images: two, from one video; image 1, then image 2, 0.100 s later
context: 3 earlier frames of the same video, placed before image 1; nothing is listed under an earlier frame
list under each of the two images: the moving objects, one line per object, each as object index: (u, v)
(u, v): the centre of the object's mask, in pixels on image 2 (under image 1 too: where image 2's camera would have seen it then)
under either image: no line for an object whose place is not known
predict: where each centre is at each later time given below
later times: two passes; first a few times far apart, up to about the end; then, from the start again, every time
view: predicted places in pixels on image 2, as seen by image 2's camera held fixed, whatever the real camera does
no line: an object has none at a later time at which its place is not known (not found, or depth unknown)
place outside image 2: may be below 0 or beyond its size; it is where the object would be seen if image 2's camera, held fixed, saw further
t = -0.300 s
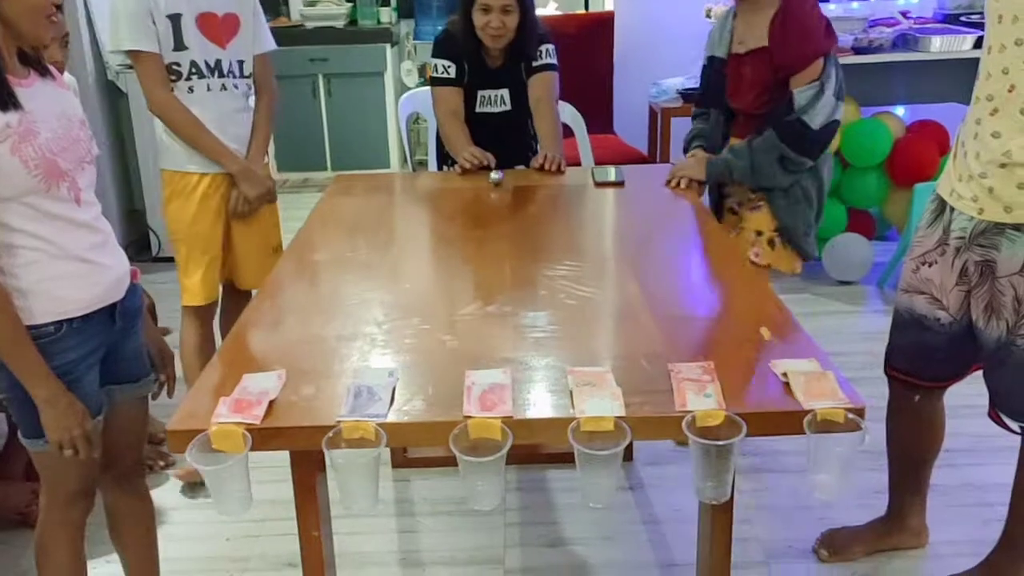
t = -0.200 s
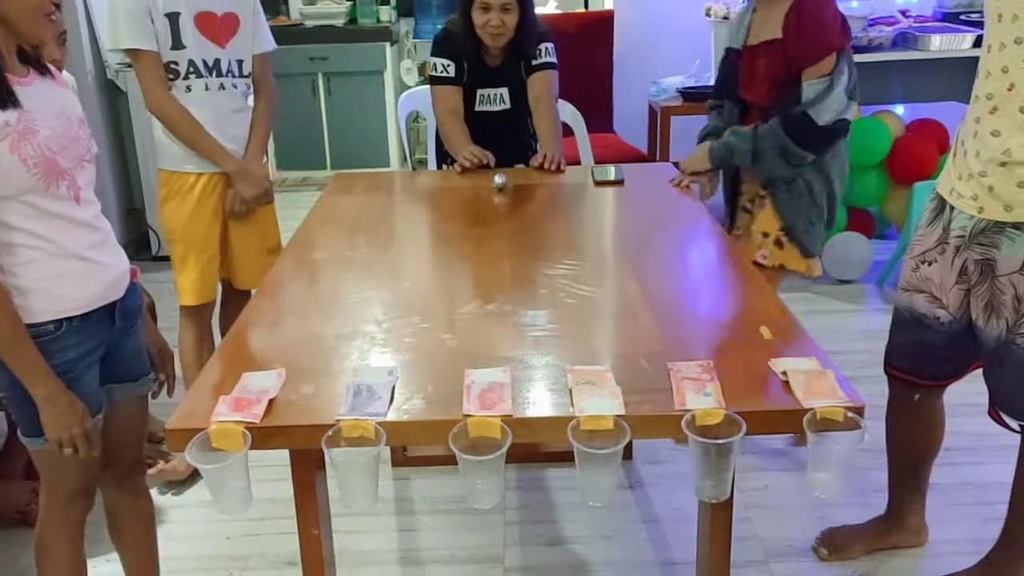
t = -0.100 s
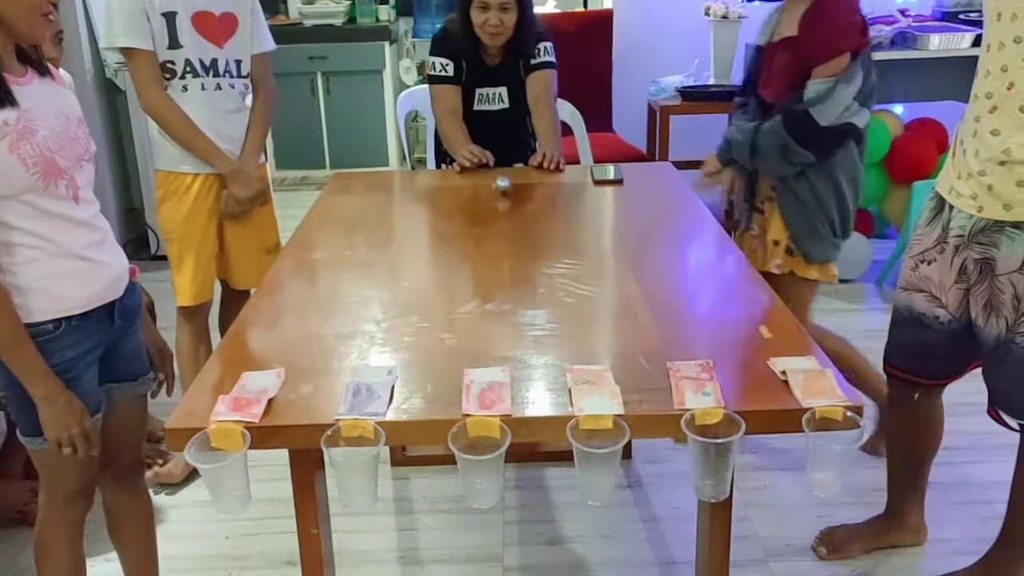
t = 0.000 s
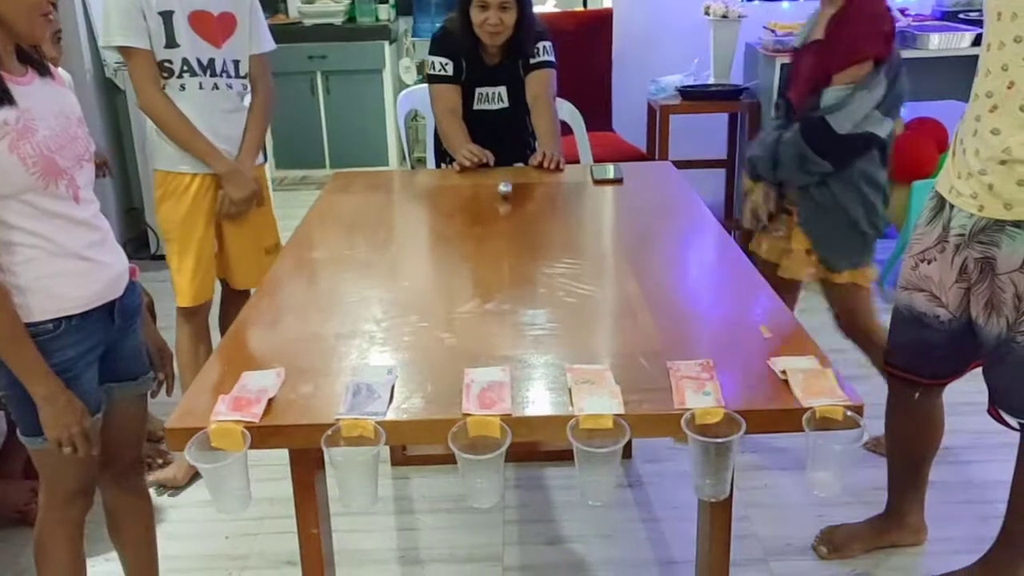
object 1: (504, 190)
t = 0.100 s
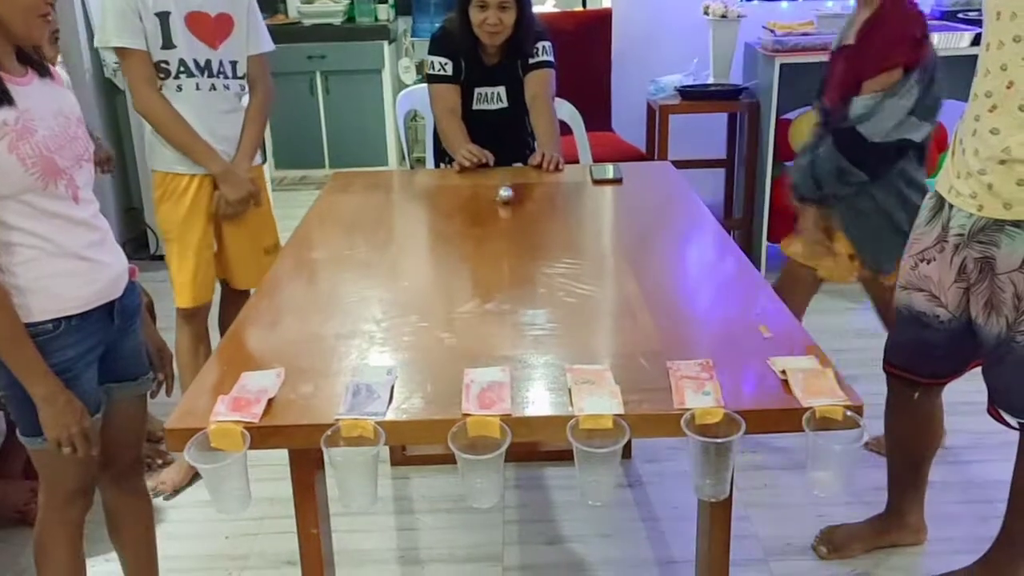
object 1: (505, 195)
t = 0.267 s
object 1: (502, 203)
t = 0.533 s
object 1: (490, 217)
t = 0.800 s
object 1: (468, 231)
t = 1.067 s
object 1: (437, 243)
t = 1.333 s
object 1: (397, 256)
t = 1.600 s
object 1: (352, 264)
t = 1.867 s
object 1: (306, 267)
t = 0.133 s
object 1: (505, 197)
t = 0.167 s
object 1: (505, 198)
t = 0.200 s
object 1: (503, 199)
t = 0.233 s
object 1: (502, 201)
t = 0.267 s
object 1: (502, 203)
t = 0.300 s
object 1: (501, 205)
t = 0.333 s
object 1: (500, 207)
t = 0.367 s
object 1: (500, 208)
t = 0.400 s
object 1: (498, 210)
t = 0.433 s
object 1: (497, 212)
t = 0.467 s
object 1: (495, 214)
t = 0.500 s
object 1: (492, 216)
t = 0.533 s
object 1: (490, 217)
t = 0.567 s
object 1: (487, 219)
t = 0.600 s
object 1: (485, 221)
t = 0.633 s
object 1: (483, 223)
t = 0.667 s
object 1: (481, 224)
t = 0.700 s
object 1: (478, 226)
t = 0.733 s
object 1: (475, 227)
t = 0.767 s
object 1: (472, 229)
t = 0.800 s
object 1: (468, 231)
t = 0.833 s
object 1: (465, 232)
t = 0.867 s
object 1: (461, 234)
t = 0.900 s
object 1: (457, 236)
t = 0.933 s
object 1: (454, 238)
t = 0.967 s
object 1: (451, 239)
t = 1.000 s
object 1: (446, 241)
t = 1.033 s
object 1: (442, 242)
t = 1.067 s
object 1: (437, 243)
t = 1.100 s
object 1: (432, 246)
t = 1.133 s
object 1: (427, 247)
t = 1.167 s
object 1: (423, 250)
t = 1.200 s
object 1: (417, 250)
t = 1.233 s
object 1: (413, 251)
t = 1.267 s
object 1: (408, 254)
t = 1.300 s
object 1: (402, 255)
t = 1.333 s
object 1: (397, 256)
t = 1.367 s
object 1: (392, 257)
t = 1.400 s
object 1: (386, 259)
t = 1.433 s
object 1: (380, 259)
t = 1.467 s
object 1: (374, 260)
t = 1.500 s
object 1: (369, 261)
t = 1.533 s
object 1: (364, 262)
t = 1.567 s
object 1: (358, 263)
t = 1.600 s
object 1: (352, 264)
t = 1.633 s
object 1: (346, 264)
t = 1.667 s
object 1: (340, 265)
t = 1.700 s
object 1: (334, 266)
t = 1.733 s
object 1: (328, 266)
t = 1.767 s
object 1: (323, 267)
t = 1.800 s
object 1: (317, 267)
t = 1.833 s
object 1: (311, 267)
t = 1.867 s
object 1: (306, 267)
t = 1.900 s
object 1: (301, 267)
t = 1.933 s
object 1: (296, 268)
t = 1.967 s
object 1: (291, 268)
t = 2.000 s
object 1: (287, 268)
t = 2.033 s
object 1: (281, 268)
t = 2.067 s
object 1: (276, 268)
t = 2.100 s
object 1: (271, 268)
